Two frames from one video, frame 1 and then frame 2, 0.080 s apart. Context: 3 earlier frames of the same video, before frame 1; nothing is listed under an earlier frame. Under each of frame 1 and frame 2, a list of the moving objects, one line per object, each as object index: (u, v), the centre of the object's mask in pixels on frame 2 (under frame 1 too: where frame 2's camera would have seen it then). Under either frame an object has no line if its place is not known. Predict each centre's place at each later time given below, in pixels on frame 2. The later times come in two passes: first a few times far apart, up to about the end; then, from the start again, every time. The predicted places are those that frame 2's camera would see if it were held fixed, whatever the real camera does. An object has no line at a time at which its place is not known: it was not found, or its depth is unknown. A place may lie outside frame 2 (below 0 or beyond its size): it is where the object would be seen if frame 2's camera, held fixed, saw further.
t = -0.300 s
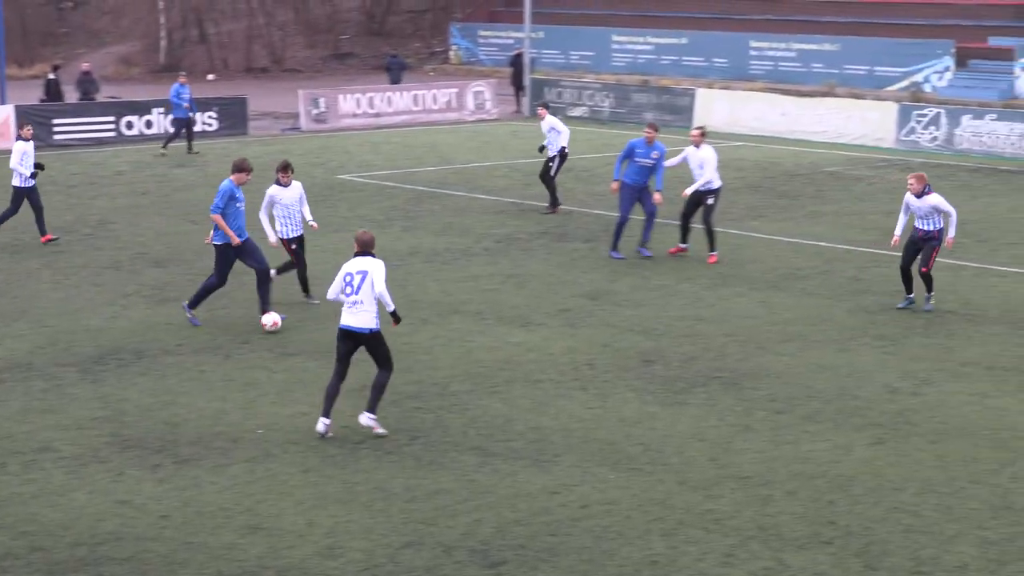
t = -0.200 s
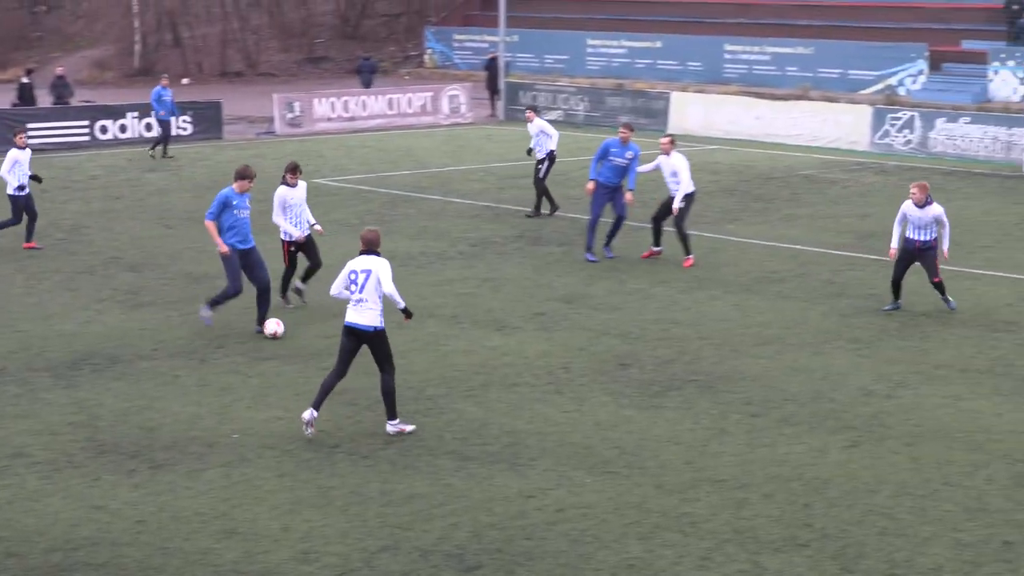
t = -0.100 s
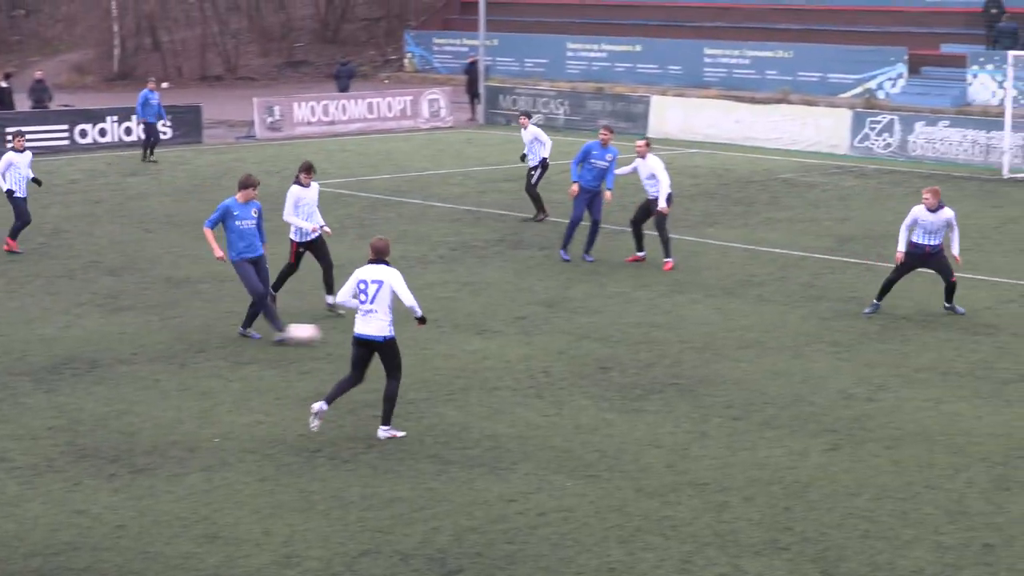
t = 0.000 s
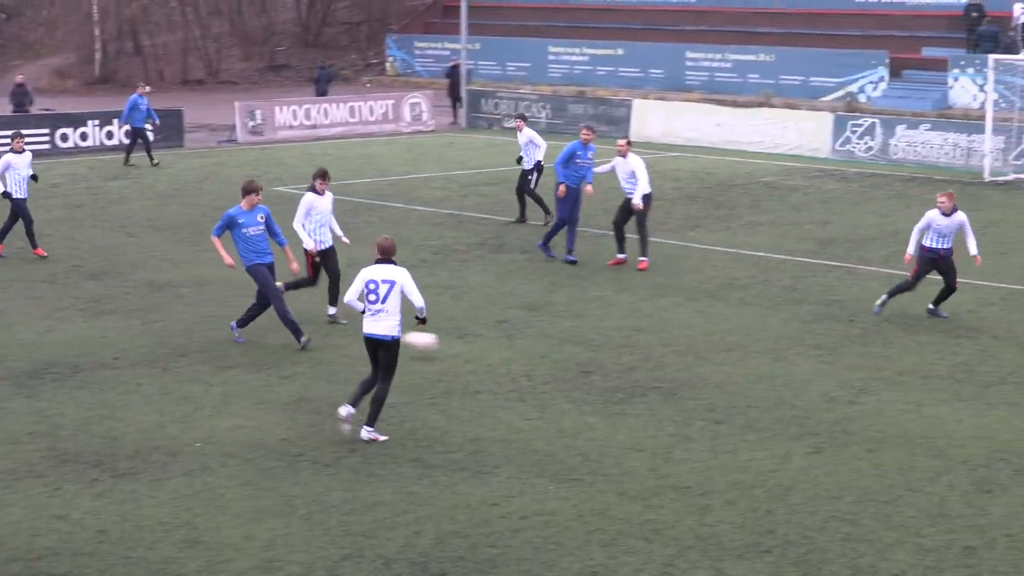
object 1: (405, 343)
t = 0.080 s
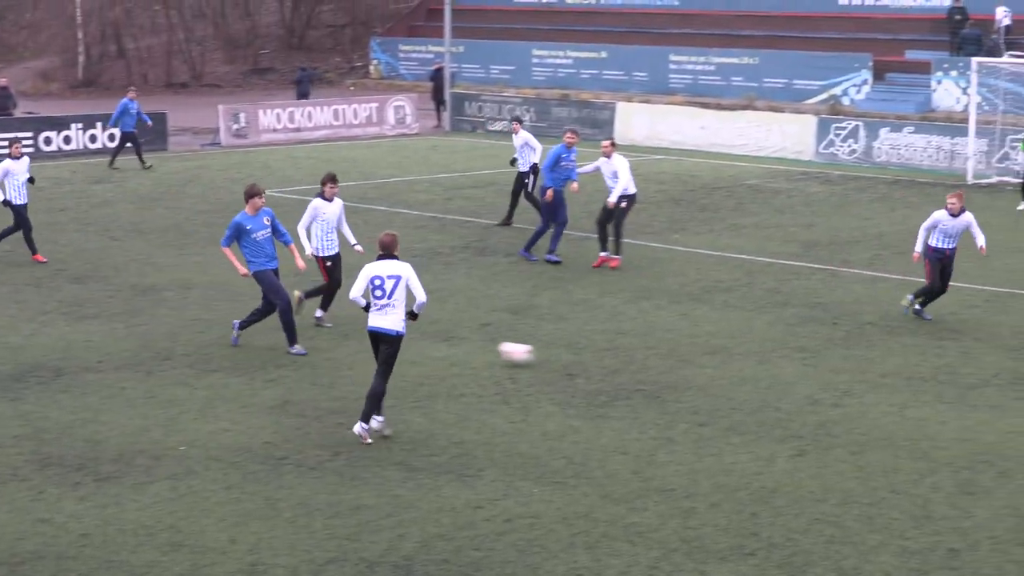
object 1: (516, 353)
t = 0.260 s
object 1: (764, 366)
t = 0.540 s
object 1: (1107, 382)
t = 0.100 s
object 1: (544, 356)
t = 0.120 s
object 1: (572, 358)
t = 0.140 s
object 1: (600, 359)
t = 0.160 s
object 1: (627, 359)
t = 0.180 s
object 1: (654, 359)
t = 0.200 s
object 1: (682, 360)
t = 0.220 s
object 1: (709, 361)
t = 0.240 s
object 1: (736, 363)
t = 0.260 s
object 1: (764, 366)
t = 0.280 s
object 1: (792, 368)
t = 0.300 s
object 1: (819, 369)
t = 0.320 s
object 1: (846, 369)
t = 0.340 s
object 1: (873, 368)
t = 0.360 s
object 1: (899, 367)
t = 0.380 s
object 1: (925, 367)
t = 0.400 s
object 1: (951, 367)
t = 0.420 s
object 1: (976, 367)
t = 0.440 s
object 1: (1001, 369)
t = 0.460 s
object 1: (1024, 372)
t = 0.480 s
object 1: (1048, 374)
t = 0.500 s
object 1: (1069, 377)
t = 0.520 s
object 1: (1088, 380)
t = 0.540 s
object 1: (1107, 382)
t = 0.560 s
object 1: (1125, 383)
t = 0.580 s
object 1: (1144, 385)
